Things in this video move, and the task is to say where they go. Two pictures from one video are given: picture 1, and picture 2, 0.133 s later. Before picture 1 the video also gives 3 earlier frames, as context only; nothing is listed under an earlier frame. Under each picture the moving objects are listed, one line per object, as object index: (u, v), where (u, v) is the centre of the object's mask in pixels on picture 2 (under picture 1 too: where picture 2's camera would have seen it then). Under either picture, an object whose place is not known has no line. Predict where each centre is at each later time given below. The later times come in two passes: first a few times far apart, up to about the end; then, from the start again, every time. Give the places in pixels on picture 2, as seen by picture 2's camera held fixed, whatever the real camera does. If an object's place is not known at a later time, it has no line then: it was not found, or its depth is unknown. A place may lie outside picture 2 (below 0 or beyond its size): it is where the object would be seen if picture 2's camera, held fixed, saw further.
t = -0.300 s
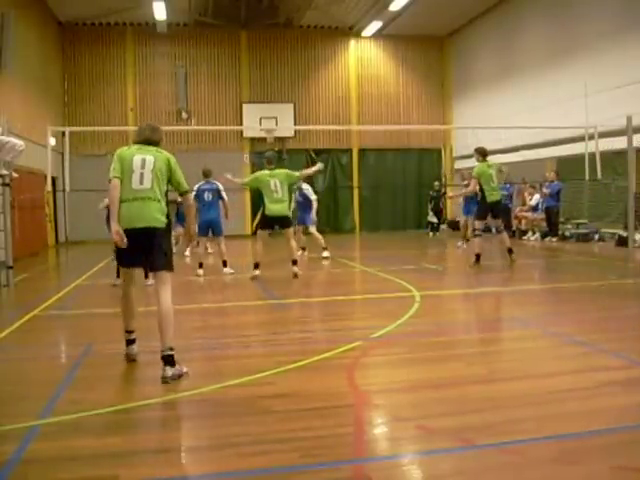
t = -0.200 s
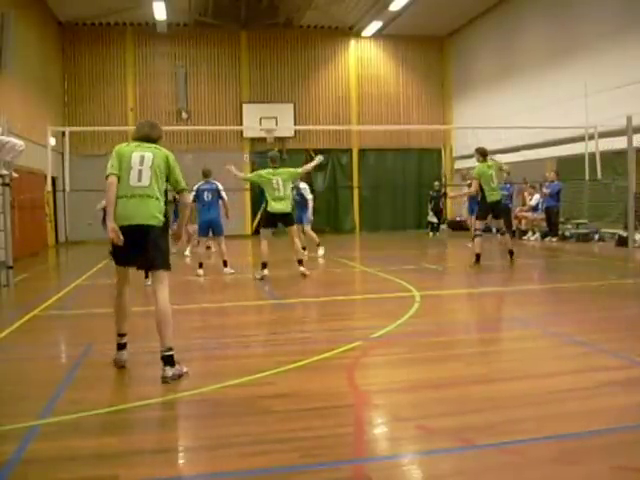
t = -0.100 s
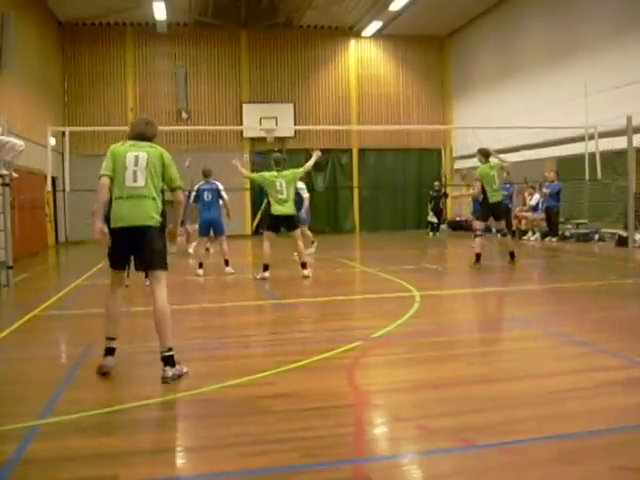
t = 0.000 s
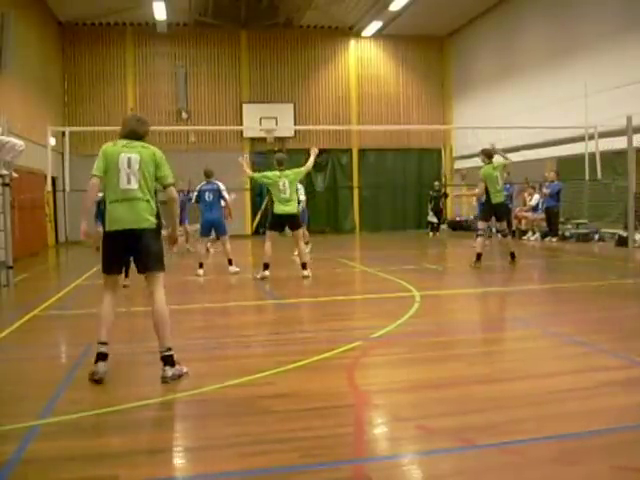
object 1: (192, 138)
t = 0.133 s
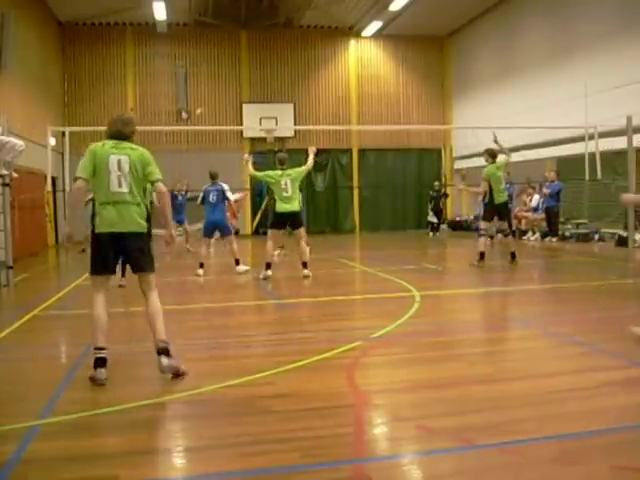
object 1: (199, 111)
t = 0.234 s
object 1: (205, 95)
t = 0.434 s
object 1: (218, 79)
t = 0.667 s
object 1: (235, 81)
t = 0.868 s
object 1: (251, 105)
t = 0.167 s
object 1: (201, 106)
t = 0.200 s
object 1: (204, 102)
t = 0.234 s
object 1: (205, 95)
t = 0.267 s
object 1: (208, 92)
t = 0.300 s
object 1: (210, 89)
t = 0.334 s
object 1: (212, 85)
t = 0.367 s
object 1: (214, 84)
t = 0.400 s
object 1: (216, 81)
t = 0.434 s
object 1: (218, 79)
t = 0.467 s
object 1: (221, 78)
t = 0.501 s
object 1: (223, 77)
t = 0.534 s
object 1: (225, 77)
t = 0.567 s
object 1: (229, 78)
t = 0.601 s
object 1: (230, 77)
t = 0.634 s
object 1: (232, 79)
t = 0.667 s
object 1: (235, 81)
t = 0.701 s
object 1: (238, 84)
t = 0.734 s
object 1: (240, 87)
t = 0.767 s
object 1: (242, 90)
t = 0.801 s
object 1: (245, 93)
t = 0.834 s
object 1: (248, 99)
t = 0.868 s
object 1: (251, 105)
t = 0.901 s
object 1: (254, 114)
